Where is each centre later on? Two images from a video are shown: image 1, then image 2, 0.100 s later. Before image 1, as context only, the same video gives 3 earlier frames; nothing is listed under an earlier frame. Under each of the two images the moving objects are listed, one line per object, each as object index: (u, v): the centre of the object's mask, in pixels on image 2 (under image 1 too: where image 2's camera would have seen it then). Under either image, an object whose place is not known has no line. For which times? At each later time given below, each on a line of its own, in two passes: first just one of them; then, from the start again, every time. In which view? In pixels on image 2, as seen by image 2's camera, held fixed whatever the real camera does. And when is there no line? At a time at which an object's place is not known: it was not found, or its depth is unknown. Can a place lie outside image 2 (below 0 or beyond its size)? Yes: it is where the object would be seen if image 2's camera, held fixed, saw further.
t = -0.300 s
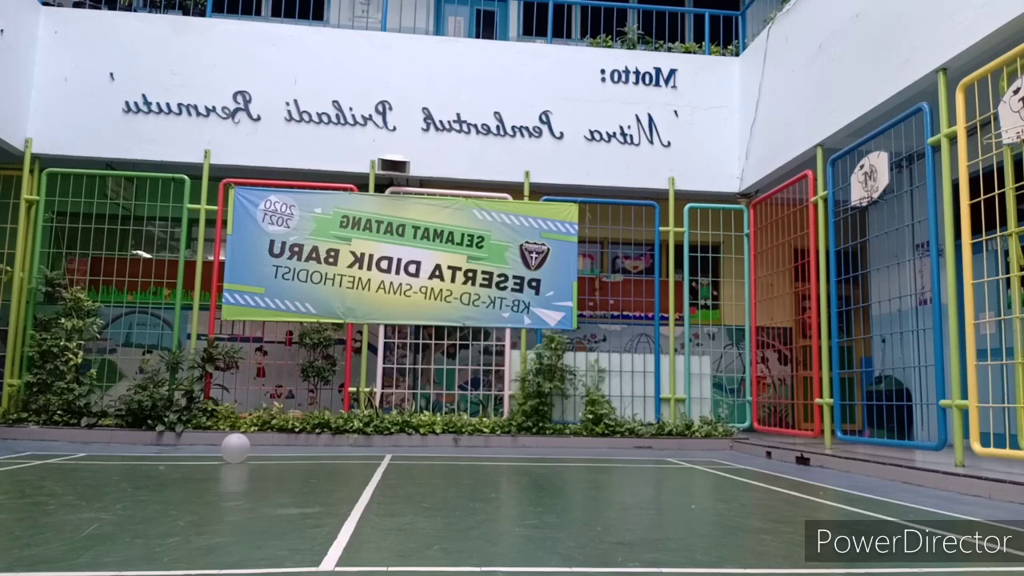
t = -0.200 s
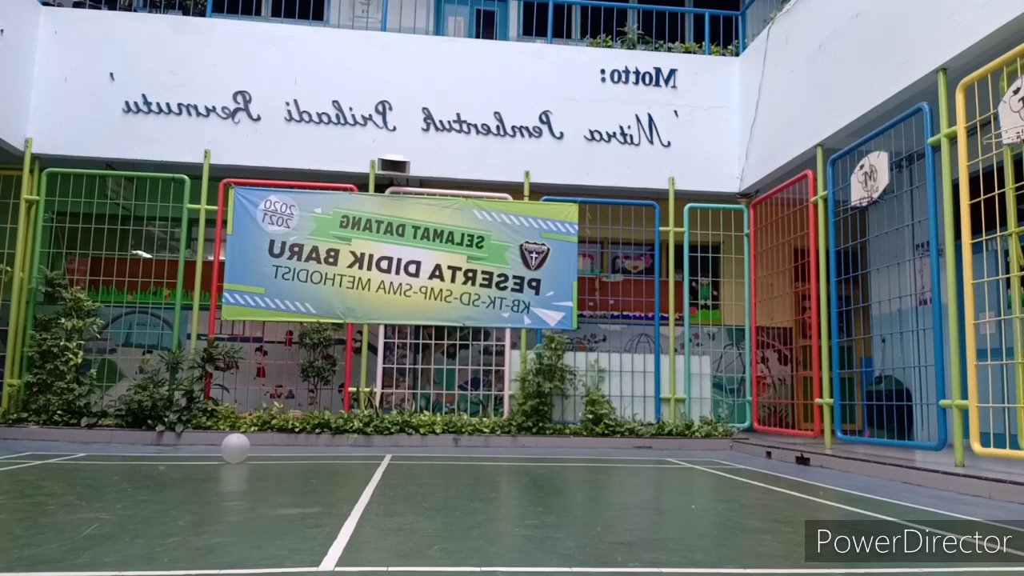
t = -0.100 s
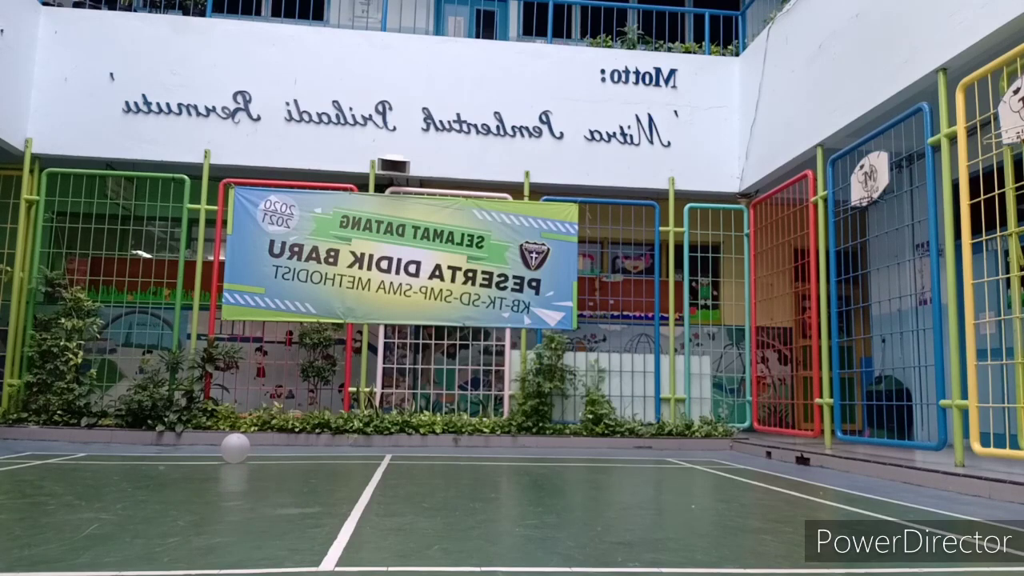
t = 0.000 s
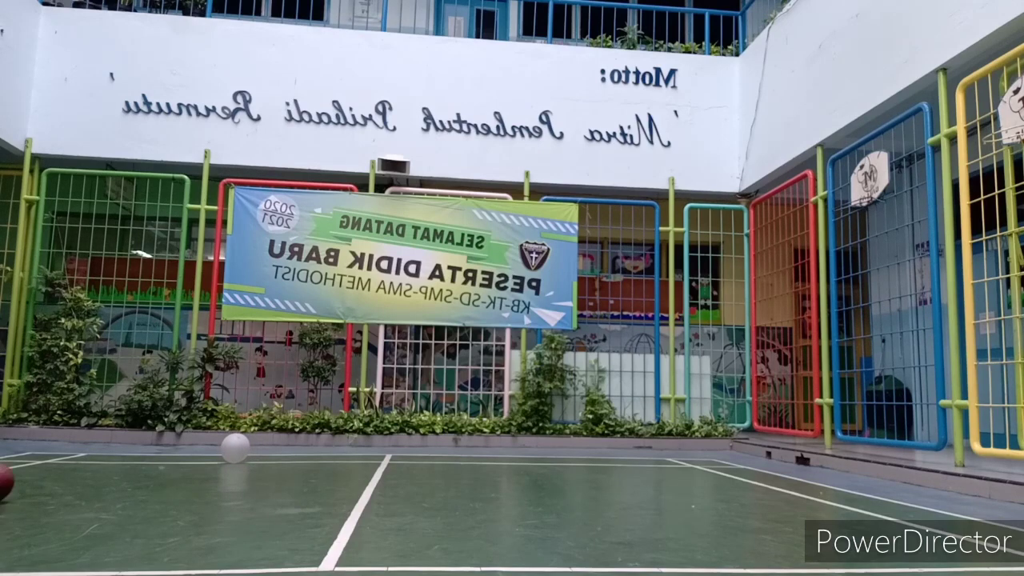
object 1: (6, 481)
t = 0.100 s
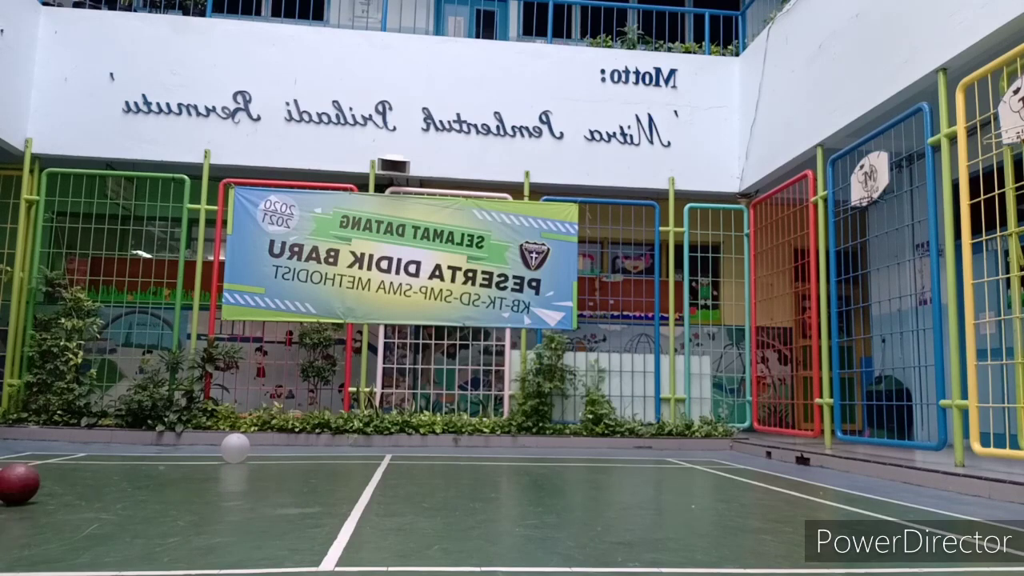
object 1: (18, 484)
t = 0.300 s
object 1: (68, 485)
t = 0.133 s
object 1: (25, 484)
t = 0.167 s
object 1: (33, 484)
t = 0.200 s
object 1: (42, 484)
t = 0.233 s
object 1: (51, 484)
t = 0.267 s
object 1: (59, 484)
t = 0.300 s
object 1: (68, 485)
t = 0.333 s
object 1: (76, 485)
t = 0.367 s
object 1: (85, 485)
